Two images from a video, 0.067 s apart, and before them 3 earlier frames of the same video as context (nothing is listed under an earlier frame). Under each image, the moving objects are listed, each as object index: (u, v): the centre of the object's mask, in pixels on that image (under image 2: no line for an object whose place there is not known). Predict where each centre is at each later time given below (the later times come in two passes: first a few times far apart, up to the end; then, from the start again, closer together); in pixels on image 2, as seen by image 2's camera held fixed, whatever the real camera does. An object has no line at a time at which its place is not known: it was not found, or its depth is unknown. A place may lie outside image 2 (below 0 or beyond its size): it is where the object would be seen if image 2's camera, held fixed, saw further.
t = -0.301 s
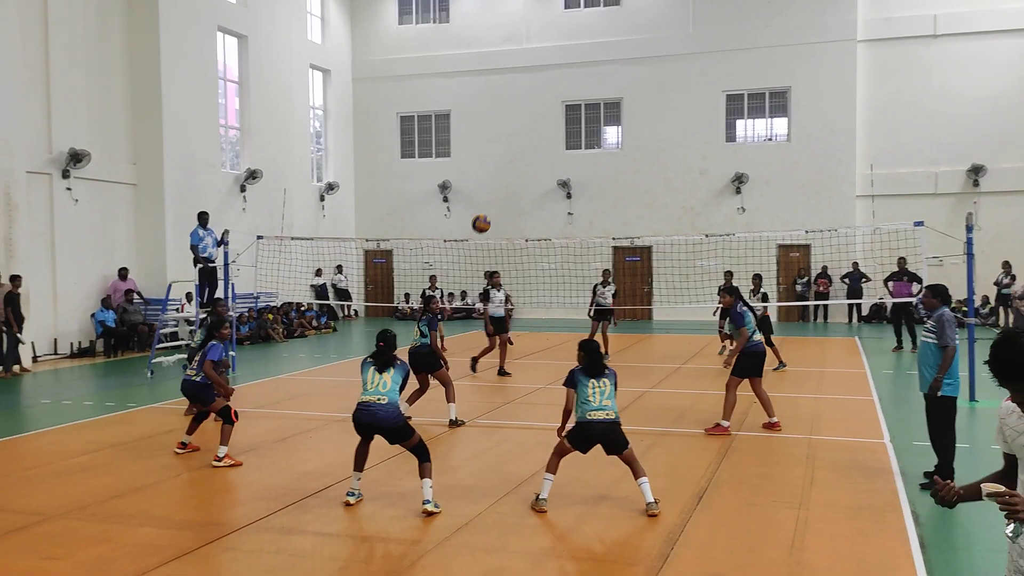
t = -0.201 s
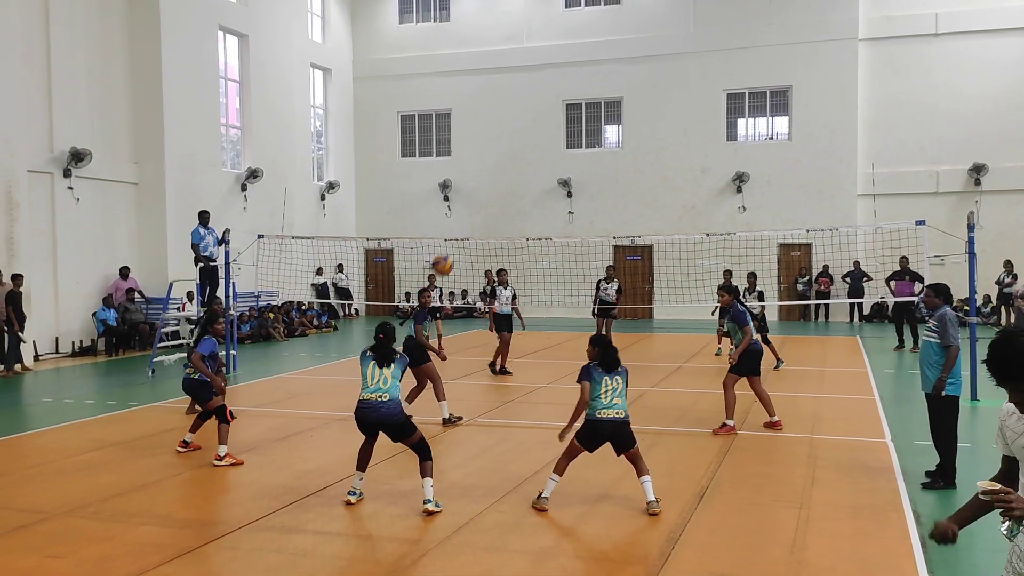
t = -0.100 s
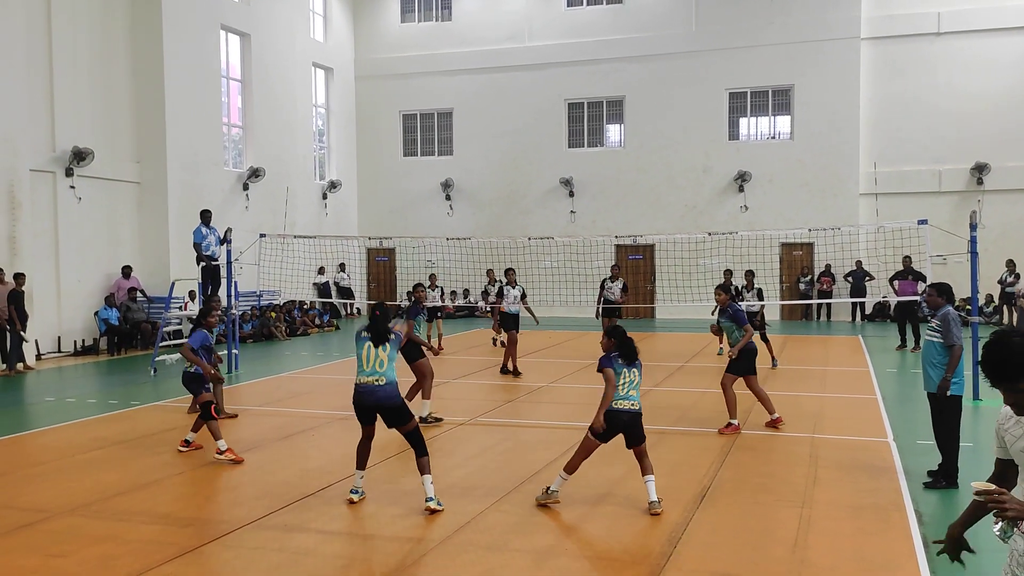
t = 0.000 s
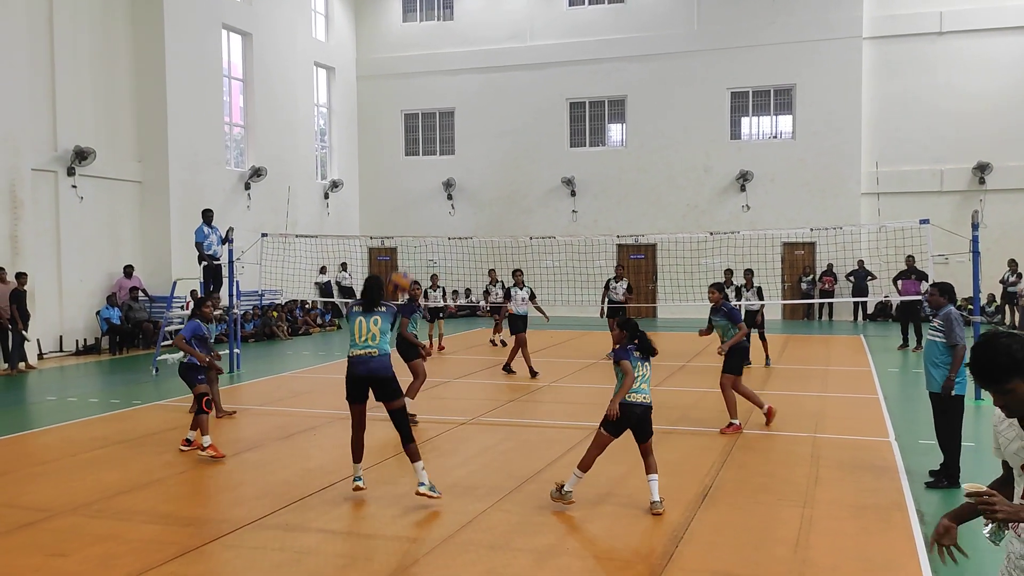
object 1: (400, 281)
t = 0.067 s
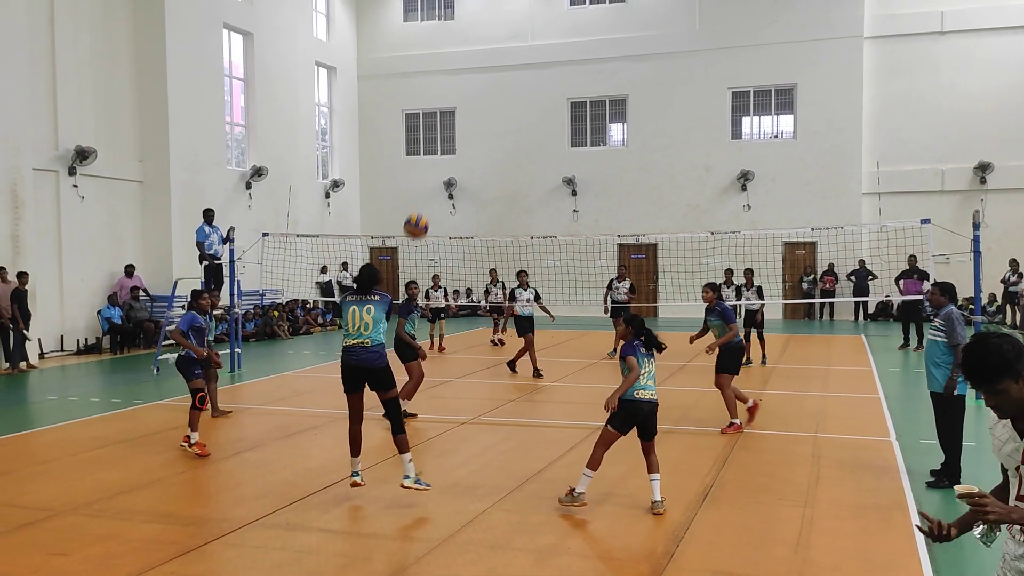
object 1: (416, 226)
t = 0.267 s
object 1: (457, 102)
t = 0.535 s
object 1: (504, 21)
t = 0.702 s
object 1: (529, 12)
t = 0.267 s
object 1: (457, 102)
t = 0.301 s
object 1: (463, 87)
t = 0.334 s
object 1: (469, 74)
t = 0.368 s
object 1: (476, 62)
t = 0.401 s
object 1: (482, 51)
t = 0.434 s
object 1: (487, 41)
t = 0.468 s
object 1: (493, 33)
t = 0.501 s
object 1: (498, 27)
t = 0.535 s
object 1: (504, 21)
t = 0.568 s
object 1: (509, 17)
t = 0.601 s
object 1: (514, 14)
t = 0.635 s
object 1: (519, 12)
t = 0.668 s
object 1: (525, 11)
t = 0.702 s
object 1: (529, 12)
